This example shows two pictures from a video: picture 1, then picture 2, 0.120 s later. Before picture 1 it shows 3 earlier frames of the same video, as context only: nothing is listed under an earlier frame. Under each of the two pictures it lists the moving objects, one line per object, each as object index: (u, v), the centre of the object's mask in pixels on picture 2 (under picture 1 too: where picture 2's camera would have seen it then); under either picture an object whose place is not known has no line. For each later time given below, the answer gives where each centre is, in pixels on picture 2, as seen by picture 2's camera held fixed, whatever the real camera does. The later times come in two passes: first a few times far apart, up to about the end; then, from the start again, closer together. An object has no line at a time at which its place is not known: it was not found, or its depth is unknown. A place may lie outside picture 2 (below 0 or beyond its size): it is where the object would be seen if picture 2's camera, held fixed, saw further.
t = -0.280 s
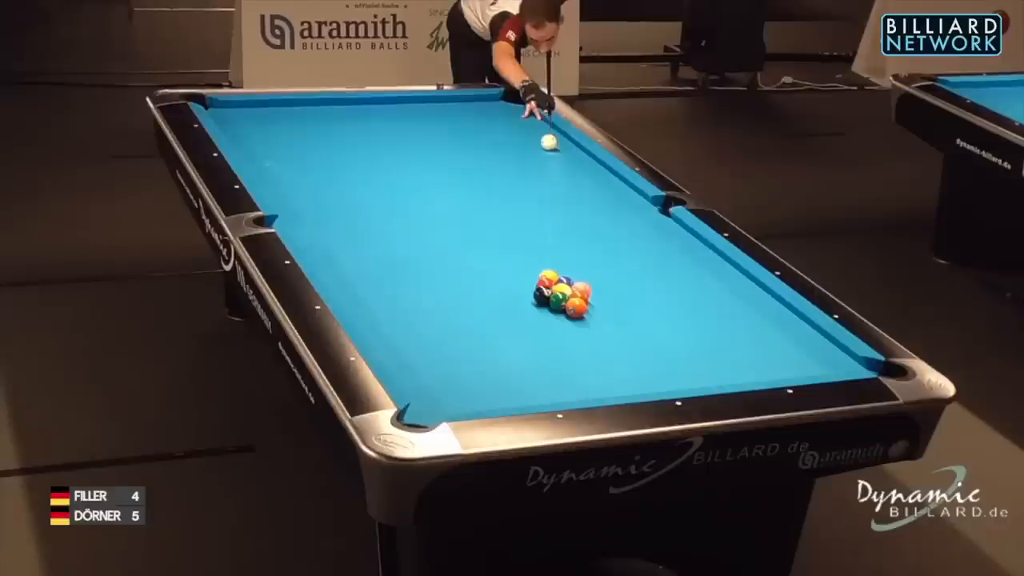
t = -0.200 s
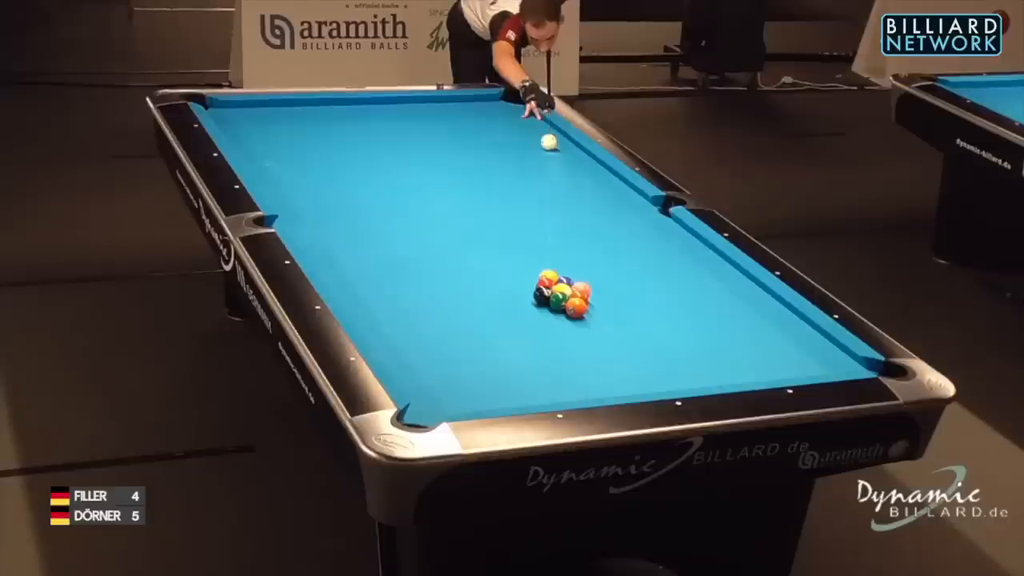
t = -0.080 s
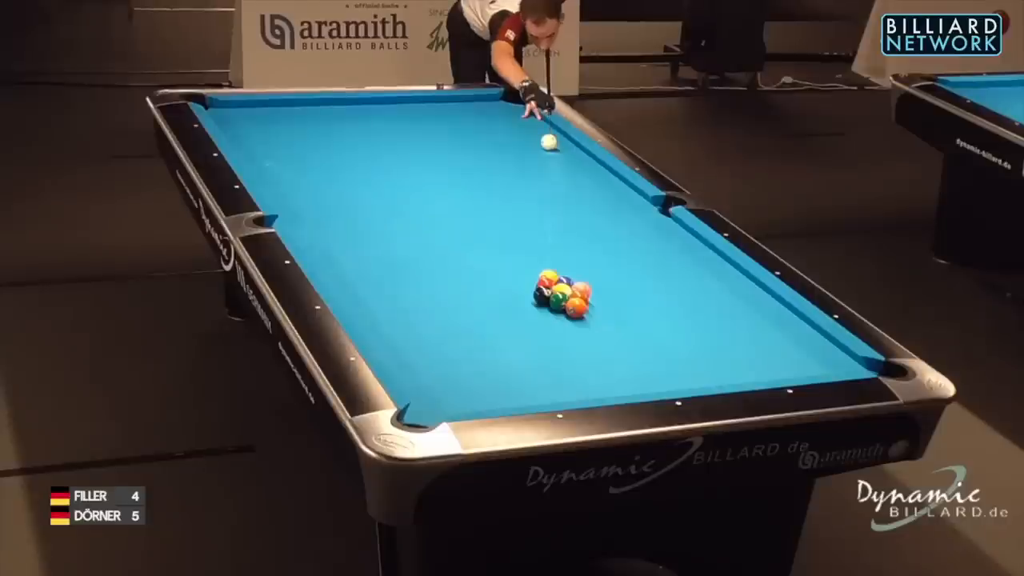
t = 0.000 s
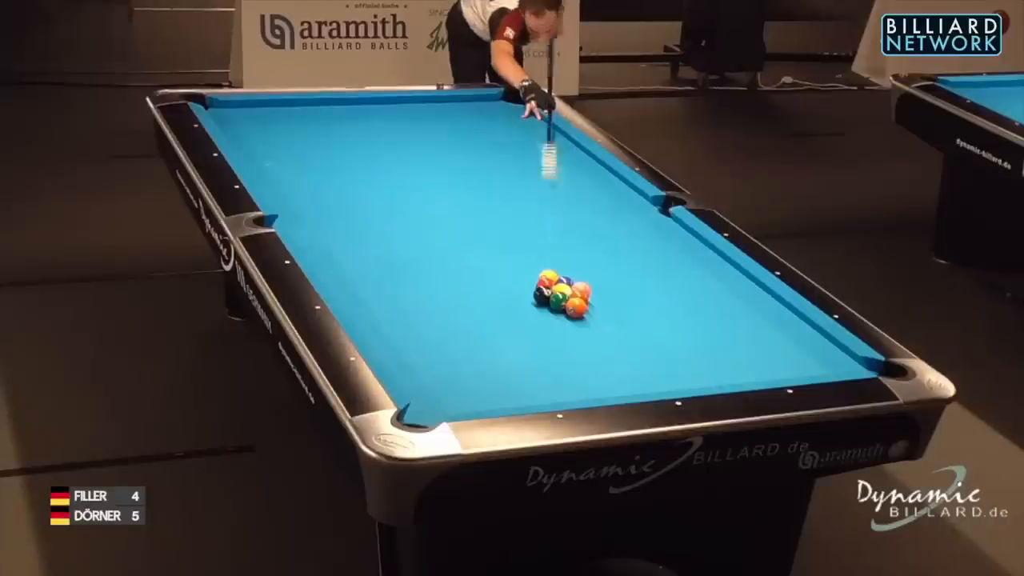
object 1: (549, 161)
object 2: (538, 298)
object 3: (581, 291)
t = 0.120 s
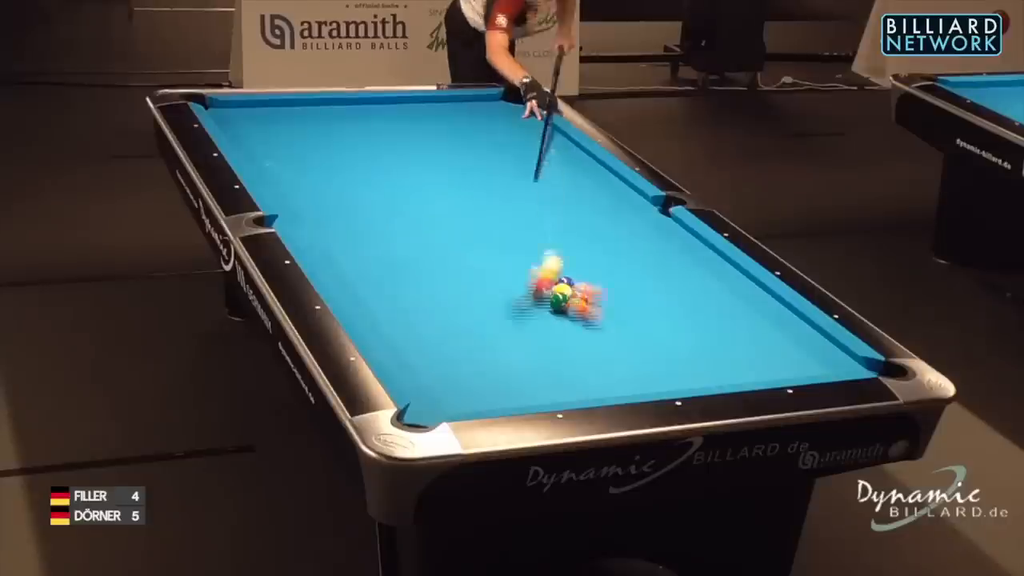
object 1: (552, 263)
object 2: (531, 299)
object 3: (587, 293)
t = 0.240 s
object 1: (577, 262)
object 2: (405, 370)
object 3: (659, 311)
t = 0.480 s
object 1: (615, 255)
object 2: (663, 382)
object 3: (787, 343)
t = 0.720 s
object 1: (648, 243)
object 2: (806, 355)
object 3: (842, 366)
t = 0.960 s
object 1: (679, 233)
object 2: (780, 354)
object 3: (806, 365)
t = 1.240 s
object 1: (649, 218)
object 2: (766, 340)
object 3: (758, 357)
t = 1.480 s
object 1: (612, 206)
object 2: (756, 331)
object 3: (720, 349)
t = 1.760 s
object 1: (573, 193)
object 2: (745, 321)
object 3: (677, 341)
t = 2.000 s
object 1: (541, 182)
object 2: (737, 313)
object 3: (643, 333)
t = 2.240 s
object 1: (511, 172)
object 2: (728, 306)
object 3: (611, 327)
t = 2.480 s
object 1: (484, 163)
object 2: (720, 301)
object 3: (581, 321)
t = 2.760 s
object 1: (454, 153)
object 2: (712, 295)
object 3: (548, 314)
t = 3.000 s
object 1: (430, 145)
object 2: (705, 291)
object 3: (522, 309)
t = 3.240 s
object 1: (407, 138)
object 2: (700, 288)
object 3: (498, 304)
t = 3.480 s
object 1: (386, 131)
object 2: (695, 285)
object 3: (476, 300)
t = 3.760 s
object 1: (363, 123)
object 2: (691, 283)
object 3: (452, 297)
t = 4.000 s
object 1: (345, 117)
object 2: (688, 282)
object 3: (434, 293)
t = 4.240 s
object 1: (328, 112)
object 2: (687, 281)
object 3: (418, 290)
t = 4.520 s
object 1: (310, 106)
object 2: (687, 281)
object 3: (401, 287)
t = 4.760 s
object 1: (298, 103)
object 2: (687, 281)
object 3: (388, 284)
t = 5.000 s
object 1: (295, 106)
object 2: (687, 281)
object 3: (377, 282)
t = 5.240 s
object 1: (293, 109)
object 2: (687, 281)
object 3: (368, 281)
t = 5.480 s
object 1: (291, 111)
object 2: (687, 280)
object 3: (360, 280)
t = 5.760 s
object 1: (289, 114)
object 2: (687, 281)
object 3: (353, 280)
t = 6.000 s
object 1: (287, 116)
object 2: (687, 281)
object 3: (348, 280)
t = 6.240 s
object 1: (286, 118)
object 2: (687, 281)
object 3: (345, 279)
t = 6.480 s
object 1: (285, 119)
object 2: (687, 281)
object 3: (343, 279)
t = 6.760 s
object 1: (283, 120)
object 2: (687, 281)
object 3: (343, 279)
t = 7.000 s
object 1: (283, 121)
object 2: (687, 280)
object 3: (343, 279)
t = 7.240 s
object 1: (283, 121)
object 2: (687, 281)
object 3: (343, 279)
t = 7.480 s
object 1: (283, 121)
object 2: (687, 281)
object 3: (343, 279)
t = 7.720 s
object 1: (283, 121)
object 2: (687, 281)
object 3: (343, 279)
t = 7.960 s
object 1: (283, 121)
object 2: (687, 280)
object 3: (343, 279)
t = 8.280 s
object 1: (283, 121)
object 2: (687, 281)
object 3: (343, 279)
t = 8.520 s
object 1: (283, 122)
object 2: (687, 280)
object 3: (343, 279)
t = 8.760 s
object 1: (283, 121)
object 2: (687, 281)
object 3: (343, 279)
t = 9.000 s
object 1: (283, 121)
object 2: (687, 281)
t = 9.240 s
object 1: (283, 121)
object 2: (687, 281)
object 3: (343, 278)
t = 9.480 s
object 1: (283, 121)
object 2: (687, 281)
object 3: (343, 279)
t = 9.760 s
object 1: (283, 121)
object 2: (687, 281)
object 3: (343, 279)
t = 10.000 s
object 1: (283, 121)
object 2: (687, 281)
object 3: (343, 279)
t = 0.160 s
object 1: (561, 260)
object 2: (484, 324)
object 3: (610, 300)
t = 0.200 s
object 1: (569, 259)
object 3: (631, 308)
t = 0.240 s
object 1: (577, 262)
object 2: (405, 370)
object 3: (659, 311)
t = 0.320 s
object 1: (591, 261)
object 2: (494, 379)
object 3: (705, 323)
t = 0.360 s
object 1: (597, 260)
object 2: (539, 381)
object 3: (725, 327)
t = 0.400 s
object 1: (603, 259)
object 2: (585, 384)
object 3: (746, 333)
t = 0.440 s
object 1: (608, 257)
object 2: (626, 384)
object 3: (766, 338)
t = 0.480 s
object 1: (615, 255)
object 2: (663, 382)
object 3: (787, 343)
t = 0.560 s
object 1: (626, 251)
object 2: (721, 375)
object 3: (829, 353)
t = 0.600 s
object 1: (631, 249)
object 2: (743, 370)
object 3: (847, 357)
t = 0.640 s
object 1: (637, 247)
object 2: (764, 366)
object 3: (848, 361)
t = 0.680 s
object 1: (642, 246)
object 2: (786, 360)
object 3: (846, 364)
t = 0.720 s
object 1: (648, 243)
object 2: (806, 355)
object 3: (842, 366)
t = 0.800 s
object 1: (658, 240)
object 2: (806, 360)
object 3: (828, 366)
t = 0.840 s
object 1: (663, 238)
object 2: (798, 360)
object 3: (828, 367)
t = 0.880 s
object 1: (668, 236)
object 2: (791, 357)
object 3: (821, 367)
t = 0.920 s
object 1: (674, 235)
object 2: (784, 355)
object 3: (814, 366)
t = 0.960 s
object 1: (679, 233)
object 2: (780, 354)
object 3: (806, 365)
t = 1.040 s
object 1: (682, 229)
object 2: (774, 350)
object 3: (792, 364)
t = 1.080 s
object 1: (674, 227)
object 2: (772, 347)
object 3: (785, 362)
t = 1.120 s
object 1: (668, 225)
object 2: (770, 345)
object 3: (779, 361)
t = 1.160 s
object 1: (661, 223)
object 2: (769, 342)
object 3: (772, 359)
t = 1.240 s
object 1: (649, 218)
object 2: (766, 340)
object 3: (758, 357)
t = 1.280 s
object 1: (642, 216)
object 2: (764, 339)
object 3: (751, 356)
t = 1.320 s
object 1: (636, 214)
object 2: (762, 337)
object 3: (745, 354)
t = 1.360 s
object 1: (630, 212)
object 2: (760, 336)
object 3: (738, 353)
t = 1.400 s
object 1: (624, 210)
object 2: (759, 334)
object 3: (732, 351)
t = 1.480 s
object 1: (612, 206)
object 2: (756, 331)
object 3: (720, 349)
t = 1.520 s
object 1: (606, 204)
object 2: (754, 330)
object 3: (713, 348)
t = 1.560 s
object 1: (600, 202)
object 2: (752, 328)
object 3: (707, 347)
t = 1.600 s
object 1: (595, 200)
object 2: (751, 327)
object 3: (701, 345)
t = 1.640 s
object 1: (589, 198)
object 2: (749, 325)
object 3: (695, 344)
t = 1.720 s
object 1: (578, 195)
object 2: (746, 322)
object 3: (683, 342)
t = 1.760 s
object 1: (573, 193)
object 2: (745, 321)
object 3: (677, 341)
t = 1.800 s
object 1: (567, 191)
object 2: (744, 320)
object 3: (671, 339)
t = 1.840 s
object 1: (562, 189)
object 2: (742, 319)
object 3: (665, 339)
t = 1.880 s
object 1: (556, 188)
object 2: (741, 317)
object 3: (660, 337)
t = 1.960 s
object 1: (546, 184)
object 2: (738, 315)
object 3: (649, 335)
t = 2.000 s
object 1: (541, 182)
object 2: (737, 313)
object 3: (643, 333)
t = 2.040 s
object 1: (536, 181)
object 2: (735, 312)
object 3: (638, 332)
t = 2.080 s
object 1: (531, 179)
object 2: (734, 311)
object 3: (632, 331)
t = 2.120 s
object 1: (526, 177)
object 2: (732, 310)
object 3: (627, 330)
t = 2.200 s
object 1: (516, 174)
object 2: (730, 308)
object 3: (616, 328)
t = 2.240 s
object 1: (511, 172)
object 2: (728, 306)
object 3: (611, 327)
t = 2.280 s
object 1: (507, 171)
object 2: (727, 306)
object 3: (606, 326)
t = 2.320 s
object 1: (502, 170)
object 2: (726, 305)
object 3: (601, 325)
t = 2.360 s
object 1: (497, 168)
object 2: (724, 304)
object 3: (596, 324)
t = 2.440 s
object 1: (488, 165)
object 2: (722, 302)
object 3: (585, 321)
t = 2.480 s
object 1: (484, 163)
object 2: (720, 301)
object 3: (581, 321)
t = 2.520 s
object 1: (479, 162)
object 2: (719, 300)
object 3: (576, 320)
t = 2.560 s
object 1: (475, 160)
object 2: (718, 299)
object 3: (571, 319)
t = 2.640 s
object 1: (466, 158)
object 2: (715, 297)
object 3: (561, 317)
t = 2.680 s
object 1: (462, 156)
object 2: (714, 296)
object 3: (557, 316)
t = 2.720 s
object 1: (458, 155)
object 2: (713, 296)
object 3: (552, 316)
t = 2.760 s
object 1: (454, 153)
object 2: (712, 295)
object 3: (548, 314)
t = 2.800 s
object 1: (450, 152)
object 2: (711, 294)
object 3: (543, 314)
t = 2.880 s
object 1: (441, 149)
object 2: (709, 293)
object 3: (535, 312)
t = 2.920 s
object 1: (437, 148)
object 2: (707, 292)
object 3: (530, 312)
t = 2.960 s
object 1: (433, 147)
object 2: (706, 291)
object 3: (526, 311)
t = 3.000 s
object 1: (430, 145)
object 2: (705, 291)
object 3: (522, 309)
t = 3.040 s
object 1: (426, 144)
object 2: (705, 291)
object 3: (518, 309)
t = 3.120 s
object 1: (418, 142)
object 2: (702, 289)
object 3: (510, 307)
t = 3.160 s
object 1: (414, 140)
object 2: (702, 288)
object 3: (506, 306)
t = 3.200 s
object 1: (411, 139)
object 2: (701, 288)
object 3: (502, 305)
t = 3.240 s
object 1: (407, 138)
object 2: (700, 288)
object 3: (498, 304)
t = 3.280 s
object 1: (403, 137)
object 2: (699, 287)
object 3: (494, 303)
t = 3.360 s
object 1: (396, 135)
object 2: (697, 286)
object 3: (487, 301)
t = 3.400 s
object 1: (393, 134)
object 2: (696, 286)
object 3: (483, 301)
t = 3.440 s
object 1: (389, 132)
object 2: (696, 286)
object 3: (479, 301)
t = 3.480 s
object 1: (386, 131)
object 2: (695, 285)
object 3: (476, 300)
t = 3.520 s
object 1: (382, 130)
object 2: (694, 285)
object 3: (472, 300)
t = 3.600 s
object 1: (376, 128)
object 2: (693, 284)
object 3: (465, 299)
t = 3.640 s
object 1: (372, 127)
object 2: (692, 284)
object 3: (462, 298)
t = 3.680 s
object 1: (369, 126)
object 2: (692, 284)
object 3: (458, 298)
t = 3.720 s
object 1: (366, 125)
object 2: (691, 283)
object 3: (455, 297)
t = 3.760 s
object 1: (363, 123)
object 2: (691, 283)
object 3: (452, 297)
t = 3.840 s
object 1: (357, 121)
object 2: (689, 282)
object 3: (447, 295)
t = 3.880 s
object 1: (354, 120)
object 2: (689, 282)
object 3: (444, 293)
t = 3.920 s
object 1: (351, 119)
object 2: (689, 282)
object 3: (440, 292)
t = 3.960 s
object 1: (348, 118)
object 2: (688, 282)
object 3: (437, 293)
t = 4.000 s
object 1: (345, 117)
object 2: (688, 282)
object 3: (434, 293)
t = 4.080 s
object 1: (339, 115)
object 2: (687, 281)
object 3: (429, 292)
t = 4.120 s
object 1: (336, 115)
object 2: (687, 281)
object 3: (426, 291)
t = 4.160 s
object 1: (334, 114)
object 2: (687, 281)
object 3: (423, 291)
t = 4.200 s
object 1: (331, 113)
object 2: (687, 281)
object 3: (421, 290)
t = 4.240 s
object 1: (328, 112)
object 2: (687, 281)
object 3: (418, 290)
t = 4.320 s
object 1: (323, 110)
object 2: (687, 281)
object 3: (413, 289)
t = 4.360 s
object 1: (320, 109)
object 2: (687, 281)
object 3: (411, 288)
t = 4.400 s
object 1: (318, 108)
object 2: (687, 281)
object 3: (408, 288)
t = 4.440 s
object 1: (315, 108)
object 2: (687, 281)
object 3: (406, 288)
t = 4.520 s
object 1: (310, 106)
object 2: (687, 281)
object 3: (401, 287)
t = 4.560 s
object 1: (308, 105)
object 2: (687, 281)
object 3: (399, 286)
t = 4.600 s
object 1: (306, 104)
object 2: (687, 281)
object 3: (397, 286)
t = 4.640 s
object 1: (303, 103)
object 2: (687, 281)
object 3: (395, 285)
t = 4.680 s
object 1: (301, 103)
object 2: (687, 281)
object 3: (392, 285)
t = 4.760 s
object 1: (298, 103)
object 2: (687, 281)
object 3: (388, 284)
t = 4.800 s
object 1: (298, 103)
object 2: (687, 281)
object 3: (386, 284)
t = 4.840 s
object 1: (297, 104)
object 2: (687, 281)
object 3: (385, 284)
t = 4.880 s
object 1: (297, 104)
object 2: (687, 281)
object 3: (383, 283)
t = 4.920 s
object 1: (296, 105)
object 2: (687, 281)
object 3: (381, 283)
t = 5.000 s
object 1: (295, 106)
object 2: (687, 281)
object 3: (377, 282)
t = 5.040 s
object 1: (295, 106)
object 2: (687, 281)
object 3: (375, 282)
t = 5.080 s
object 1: (294, 107)
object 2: (687, 281)
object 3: (374, 282)
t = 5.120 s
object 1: (294, 107)
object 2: (687, 281)
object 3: (372, 282)
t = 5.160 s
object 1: (294, 108)
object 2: (687, 281)
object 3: (371, 282)
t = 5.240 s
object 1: (293, 109)
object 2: (687, 281)
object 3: (368, 281)
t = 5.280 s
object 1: (292, 109)
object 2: (687, 281)
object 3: (366, 281)
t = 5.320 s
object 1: (292, 110)
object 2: (687, 281)
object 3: (365, 281)
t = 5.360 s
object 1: (292, 110)
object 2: (687, 281)
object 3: (364, 281)
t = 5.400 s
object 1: (291, 111)
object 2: (687, 281)
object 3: (362, 281)
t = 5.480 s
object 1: (291, 111)
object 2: (687, 280)
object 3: (360, 280)
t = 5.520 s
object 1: (290, 112)
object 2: (687, 281)
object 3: (359, 280)
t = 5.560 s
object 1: (290, 112)
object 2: (687, 281)
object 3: (358, 280)
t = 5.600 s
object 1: (290, 113)
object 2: (687, 281)
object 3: (356, 280)
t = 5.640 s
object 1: (289, 113)
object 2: (687, 281)
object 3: (355, 280)
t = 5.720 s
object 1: (289, 114)
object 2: (687, 281)
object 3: (353, 280)
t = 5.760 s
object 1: (289, 114)
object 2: (687, 281)
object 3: (353, 280)
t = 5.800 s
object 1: (288, 115)
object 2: (687, 281)
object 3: (352, 280)
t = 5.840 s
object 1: (288, 115)
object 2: (687, 281)
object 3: (351, 280)
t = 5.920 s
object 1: (288, 115)
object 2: (687, 281)
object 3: (349, 280)
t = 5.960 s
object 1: (287, 116)
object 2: (687, 281)
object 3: (349, 280)
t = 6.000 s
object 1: (287, 116)
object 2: (687, 281)
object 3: (348, 280)
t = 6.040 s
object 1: (287, 116)
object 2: (687, 281)
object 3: (347, 280)
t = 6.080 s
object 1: (287, 117)
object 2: (687, 281)
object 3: (347, 280)
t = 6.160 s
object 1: (286, 117)
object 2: (687, 281)
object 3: (346, 279)
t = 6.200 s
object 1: (286, 118)
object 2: (687, 281)
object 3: (346, 279)
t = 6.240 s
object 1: (286, 118)
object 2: (687, 281)
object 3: (345, 279)
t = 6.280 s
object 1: (285, 118)
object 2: (687, 281)
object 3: (345, 279)
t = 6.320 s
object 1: (285, 118)
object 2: (687, 281)
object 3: (344, 279)
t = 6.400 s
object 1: (285, 119)
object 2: (687, 281)
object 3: (344, 279)
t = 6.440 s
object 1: (285, 119)
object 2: (687, 281)
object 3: (344, 279)
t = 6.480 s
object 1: (285, 119)
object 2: (687, 281)
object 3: (343, 279)
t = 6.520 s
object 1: (285, 119)
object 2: (687, 281)
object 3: (343, 279)
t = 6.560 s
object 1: (284, 120)
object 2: (687, 281)
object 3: (343, 279)
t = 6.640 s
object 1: (284, 120)
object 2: (687, 281)
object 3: (343, 279)
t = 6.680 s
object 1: (284, 120)
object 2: (687, 281)
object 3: (343, 279)
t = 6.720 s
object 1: (284, 120)
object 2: (687, 281)
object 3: (343, 279)
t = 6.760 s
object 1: (283, 120)
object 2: (687, 281)
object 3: (343, 279)
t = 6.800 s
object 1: (283, 121)
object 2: (687, 281)
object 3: (343, 279)
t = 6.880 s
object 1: (283, 121)
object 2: (687, 281)
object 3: (343, 279)
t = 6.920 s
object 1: (283, 121)
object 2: (687, 281)
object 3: (343, 279)
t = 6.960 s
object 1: (283, 121)
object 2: (687, 281)
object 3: (343, 279)
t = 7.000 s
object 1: (283, 121)
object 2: (687, 280)
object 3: (343, 279)
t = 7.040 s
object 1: (283, 121)
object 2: (687, 281)
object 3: (343, 279)
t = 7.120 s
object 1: (283, 121)
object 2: (687, 280)
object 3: (343, 279)
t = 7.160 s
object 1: (283, 121)
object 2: (687, 280)
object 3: (343, 279)
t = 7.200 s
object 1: (283, 121)
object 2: (687, 280)
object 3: (343, 279)
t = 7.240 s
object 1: (283, 121)
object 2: (687, 281)
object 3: (343, 279)
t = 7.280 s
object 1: (283, 121)
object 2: (687, 281)
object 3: (343, 279)
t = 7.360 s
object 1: (283, 121)
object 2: (687, 281)
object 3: (343, 279)
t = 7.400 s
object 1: (283, 121)
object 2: (687, 281)
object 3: (343, 279)
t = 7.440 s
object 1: (283, 121)
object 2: (687, 281)
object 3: (343, 279)
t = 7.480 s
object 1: (283, 121)
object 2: (687, 281)
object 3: (343, 279)
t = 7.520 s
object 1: (283, 121)
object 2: (687, 281)
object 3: (343, 279)
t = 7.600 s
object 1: (283, 121)
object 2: (687, 281)
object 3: (343, 279)
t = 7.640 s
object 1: (283, 121)
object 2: (687, 281)
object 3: (343, 279)
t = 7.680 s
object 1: (283, 121)
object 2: (687, 281)
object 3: (343, 279)
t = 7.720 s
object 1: (283, 121)
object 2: (687, 281)
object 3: (343, 279)
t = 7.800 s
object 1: (283, 121)
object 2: (687, 281)
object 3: (343, 279)
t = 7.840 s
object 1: (283, 121)
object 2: (687, 280)
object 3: (343, 279)
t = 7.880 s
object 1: (283, 121)
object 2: (687, 280)
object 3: (343, 279)
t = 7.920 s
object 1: (283, 121)
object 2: (687, 280)
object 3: (343, 279)
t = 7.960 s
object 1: (283, 121)
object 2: (687, 280)
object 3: (343, 279)
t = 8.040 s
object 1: (283, 121)
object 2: (687, 280)
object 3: (343, 279)
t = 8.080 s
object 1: (283, 121)
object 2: (687, 280)
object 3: (343, 279)
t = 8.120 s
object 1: (283, 121)
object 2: (687, 280)
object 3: (343, 279)
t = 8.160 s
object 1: (283, 121)
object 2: (687, 281)
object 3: (343, 279)
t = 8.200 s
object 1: (283, 121)
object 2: (687, 281)
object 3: (343, 279)
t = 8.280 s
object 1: (283, 121)
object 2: (687, 281)
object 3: (343, 279)
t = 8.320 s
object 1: (283, 121)
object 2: (687, 281)
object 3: (343, 279)
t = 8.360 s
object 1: (283, 122)
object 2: (687, 281)
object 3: (343, 279)
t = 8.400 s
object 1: (283, 122)
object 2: (687, 281)
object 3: (343, 279)
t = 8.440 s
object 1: (283, 122)
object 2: (687, 281)
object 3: (343, 279)
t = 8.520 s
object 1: (283, 122)
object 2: (687, 280)
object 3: (343, 279)
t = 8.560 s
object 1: (283, 122)
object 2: (688, 280)
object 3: (343, 279)
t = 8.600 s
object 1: (283, 122)
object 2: (687, 280)
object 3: (343, 279)
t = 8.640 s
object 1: (283, 121)
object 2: (687, 281)
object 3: (343, 279)
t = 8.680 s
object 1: (283, 121)
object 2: (687, 281)
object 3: (343, 279)
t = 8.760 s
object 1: (283, 121)
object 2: (687, 281)
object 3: (343, 279)
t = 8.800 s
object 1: (283, 121)
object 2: (687, 281)
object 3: (343, 279)
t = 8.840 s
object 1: (283, 121)
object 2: (687, 281)
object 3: (343, 279)
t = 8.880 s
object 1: (283, 121)
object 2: (687, 281)
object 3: (343, 280)
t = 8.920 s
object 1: (283, 121)
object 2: (687, 281)
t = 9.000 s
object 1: (283, 121)
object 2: (687, 281)
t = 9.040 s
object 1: (283, 121)
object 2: (687, 281)
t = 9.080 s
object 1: (283, 121)
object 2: (687, 280)
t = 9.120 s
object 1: (283, 121)
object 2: (687, 281)
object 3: (345, 280)
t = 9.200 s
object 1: (283, 121)
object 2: (687, 280)
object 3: (343, 278)
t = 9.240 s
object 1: (283, 121)
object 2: (687, 281)
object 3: (343, 278)
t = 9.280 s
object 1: (283, 121)
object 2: (687, 281)
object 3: (343, 278)
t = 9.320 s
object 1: (283, 121)
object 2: (687, 281)
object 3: (343, 278)
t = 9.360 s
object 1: (283, 121)
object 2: (687, 281)
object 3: (343, 278)
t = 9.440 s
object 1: (283, 121)
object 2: (687, 281)
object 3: (343, 278)
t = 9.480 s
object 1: (283, 121)
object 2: (687, 281)
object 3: (343, 279)
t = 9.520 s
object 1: (283, 121)
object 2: (687, 281)
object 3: (343, 278)
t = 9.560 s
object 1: (283, 121)
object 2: (687, 281)
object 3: (343, 279)
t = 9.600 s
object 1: (283, 121)
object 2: (687, 281)
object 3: (343, 279)
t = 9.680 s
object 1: (283, 121)
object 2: (687, 281)
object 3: (343, 279)
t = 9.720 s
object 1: (283, 121)
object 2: (687, 281)
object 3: (343, 279)
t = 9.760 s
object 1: (283, 121)
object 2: (687, 281)
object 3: (343, 279)
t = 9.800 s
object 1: (283, 121)
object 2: (687, 281)
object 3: (343, 279)
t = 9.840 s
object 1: (283, 121)
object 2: (687, 281)
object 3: (343, 279)
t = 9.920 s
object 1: (283, 121)
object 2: (687, 281)
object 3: (343, 279)
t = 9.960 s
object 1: (283, 121)
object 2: (687, 281)
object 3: (343, 279)
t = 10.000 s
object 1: (283, 121)
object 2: (687, 281)
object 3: (343, 279)
